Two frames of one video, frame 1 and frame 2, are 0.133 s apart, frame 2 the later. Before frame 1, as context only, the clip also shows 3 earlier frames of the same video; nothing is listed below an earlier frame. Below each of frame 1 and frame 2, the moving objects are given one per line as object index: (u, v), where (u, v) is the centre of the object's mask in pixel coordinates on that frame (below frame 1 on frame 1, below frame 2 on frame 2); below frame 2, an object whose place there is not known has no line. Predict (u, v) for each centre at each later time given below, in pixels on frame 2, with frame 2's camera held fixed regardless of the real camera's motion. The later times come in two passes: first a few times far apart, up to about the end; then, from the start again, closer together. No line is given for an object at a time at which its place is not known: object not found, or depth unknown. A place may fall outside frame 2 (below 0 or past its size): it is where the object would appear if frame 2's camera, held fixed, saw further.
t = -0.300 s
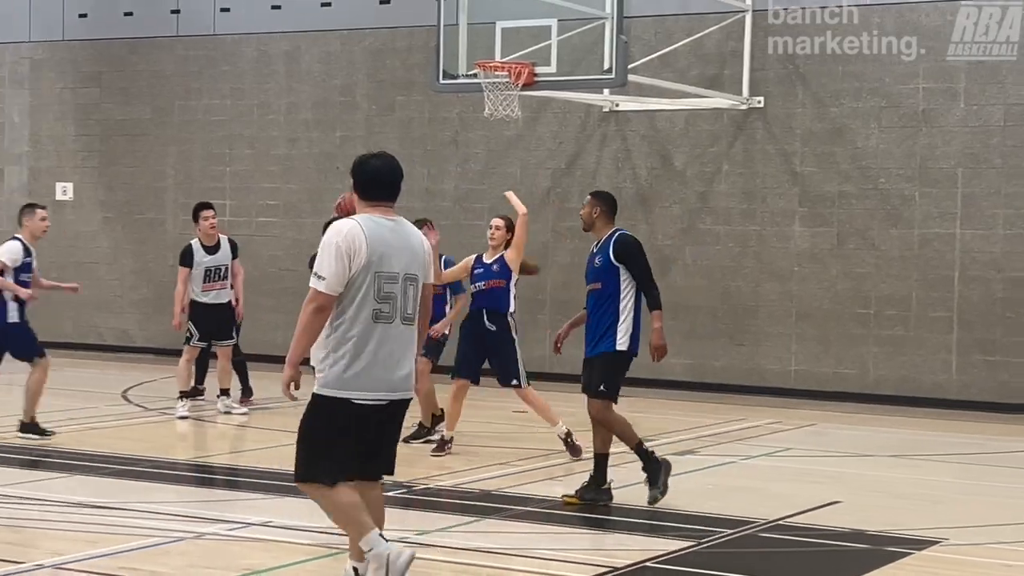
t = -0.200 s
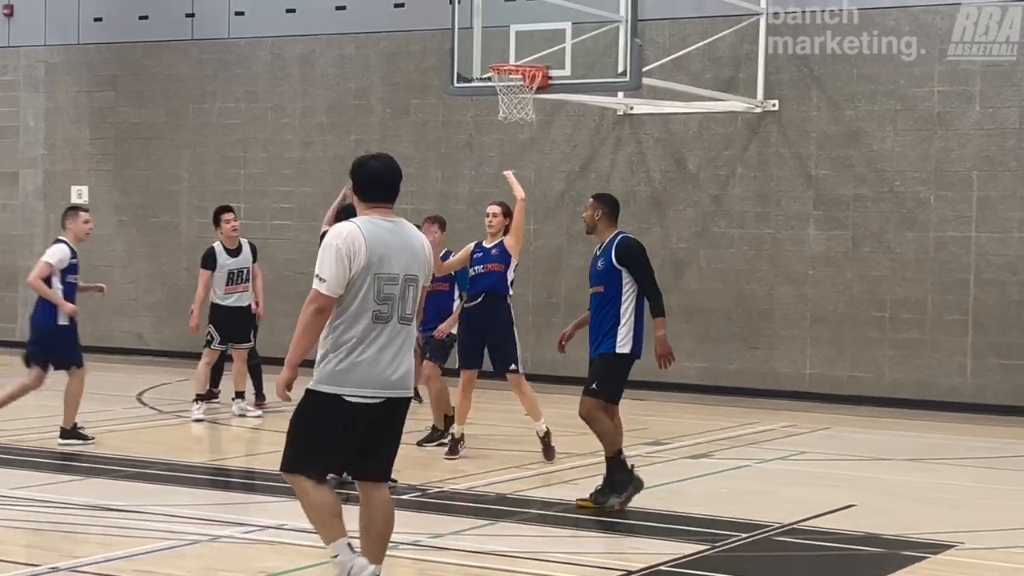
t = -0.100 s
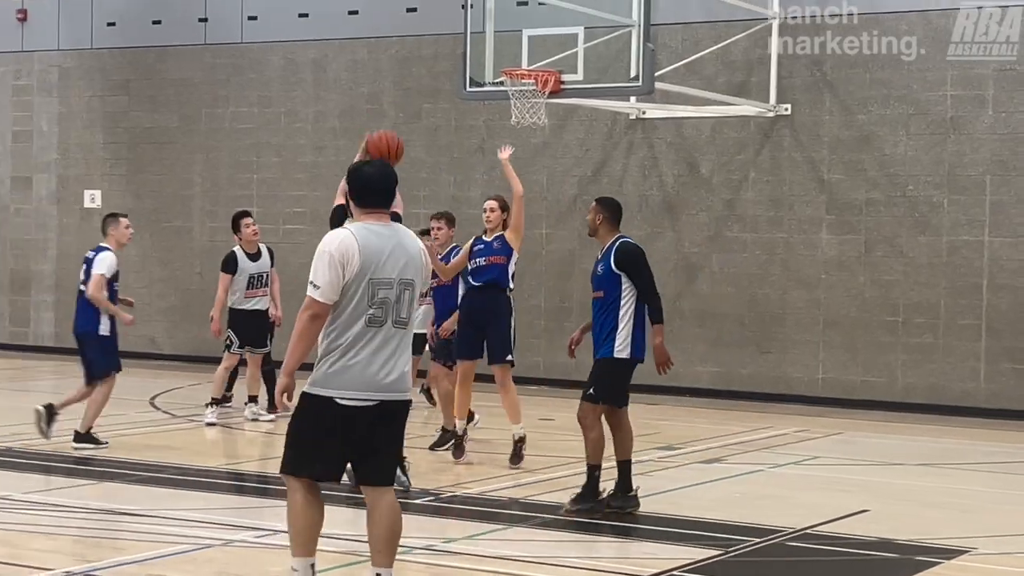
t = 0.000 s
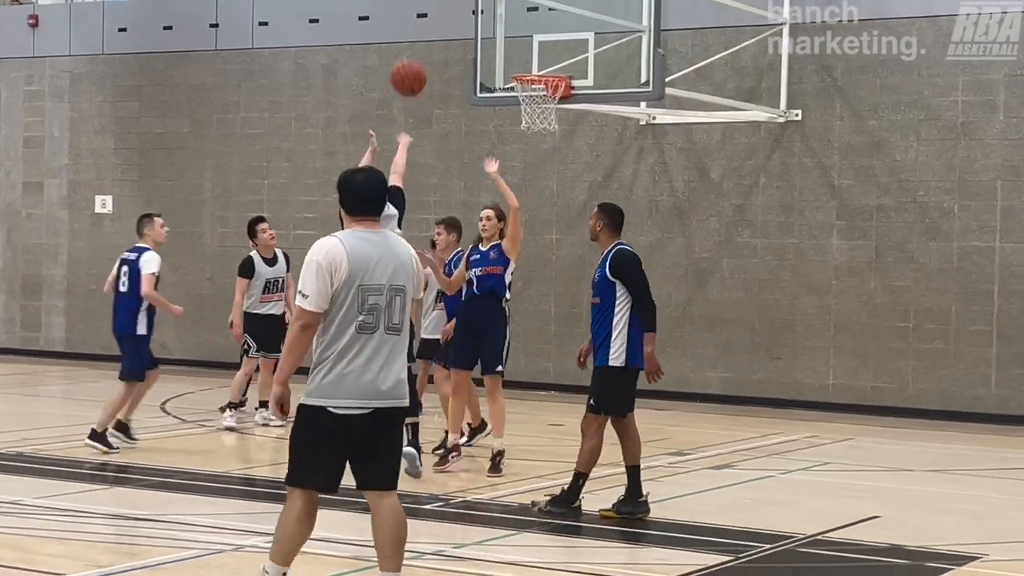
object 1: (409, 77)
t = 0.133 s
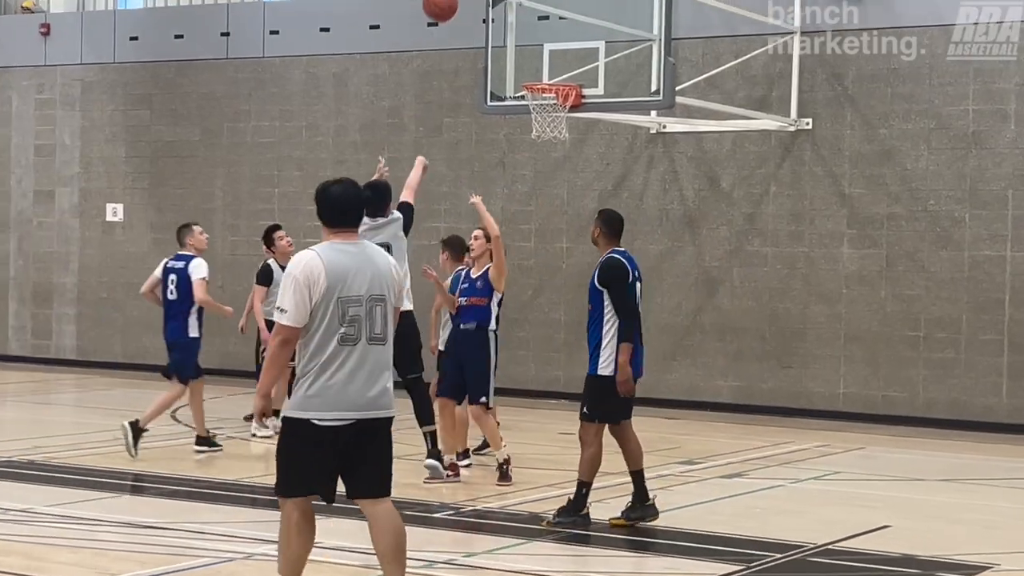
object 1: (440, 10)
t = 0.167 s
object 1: (445, 1)
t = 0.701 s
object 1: (509, -31)
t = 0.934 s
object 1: (530, 60)
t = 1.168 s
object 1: (553, 69)
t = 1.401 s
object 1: (537, 56)
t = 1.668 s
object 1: (542, 68)
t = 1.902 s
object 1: (563, 111)
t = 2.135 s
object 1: (560, 161)
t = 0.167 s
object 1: (445, 1)
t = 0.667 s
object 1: (505, -34)
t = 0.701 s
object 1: (509, -31)
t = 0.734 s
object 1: (512, -25)
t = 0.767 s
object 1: (515, -15)
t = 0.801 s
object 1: (518, -2)
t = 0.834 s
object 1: (522, 13)
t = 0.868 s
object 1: (524, 27)
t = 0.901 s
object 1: (528, 43)
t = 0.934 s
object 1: (530, 60)
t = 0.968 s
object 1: (533, 71)
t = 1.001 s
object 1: (536, 68)
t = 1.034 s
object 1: (540, 69)
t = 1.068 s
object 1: (543, 70)
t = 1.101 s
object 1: (547, 70)
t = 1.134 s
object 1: (550, 71)
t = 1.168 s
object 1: (553, 69)
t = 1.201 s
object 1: (553, 65)
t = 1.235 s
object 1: (551, 60)
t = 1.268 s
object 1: (549, 57)
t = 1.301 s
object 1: (545, 54)
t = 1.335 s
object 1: (543, 54)
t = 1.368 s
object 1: (541, 54)
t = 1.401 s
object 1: (537, 56)
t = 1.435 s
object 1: (535, 59)
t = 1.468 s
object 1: (533, 63)
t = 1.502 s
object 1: (530, 69)
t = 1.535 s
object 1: (530, 70)
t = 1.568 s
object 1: (533, 68)
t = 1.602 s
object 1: (536, 67)
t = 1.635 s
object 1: (539, 66)
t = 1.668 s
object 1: (542, 68)
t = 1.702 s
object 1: (546, 70)
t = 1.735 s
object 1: (549, 72)
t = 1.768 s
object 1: (552, 75)
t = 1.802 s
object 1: (556, 78)
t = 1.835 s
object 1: (563, 97)
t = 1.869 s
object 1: (561, 101)
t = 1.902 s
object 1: (563, 111)
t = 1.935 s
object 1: (563, 117)
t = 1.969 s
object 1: (561, 121)
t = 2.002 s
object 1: (562, 124)
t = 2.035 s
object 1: (561, 135)
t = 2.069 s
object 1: (561, 141)
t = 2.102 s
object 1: (560, 150)
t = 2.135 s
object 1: (560, 161)
